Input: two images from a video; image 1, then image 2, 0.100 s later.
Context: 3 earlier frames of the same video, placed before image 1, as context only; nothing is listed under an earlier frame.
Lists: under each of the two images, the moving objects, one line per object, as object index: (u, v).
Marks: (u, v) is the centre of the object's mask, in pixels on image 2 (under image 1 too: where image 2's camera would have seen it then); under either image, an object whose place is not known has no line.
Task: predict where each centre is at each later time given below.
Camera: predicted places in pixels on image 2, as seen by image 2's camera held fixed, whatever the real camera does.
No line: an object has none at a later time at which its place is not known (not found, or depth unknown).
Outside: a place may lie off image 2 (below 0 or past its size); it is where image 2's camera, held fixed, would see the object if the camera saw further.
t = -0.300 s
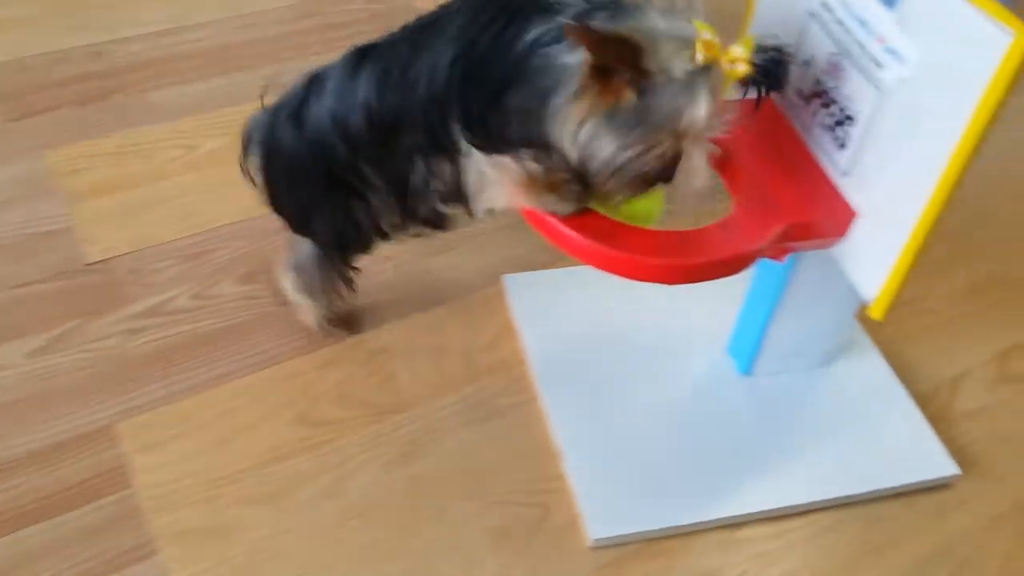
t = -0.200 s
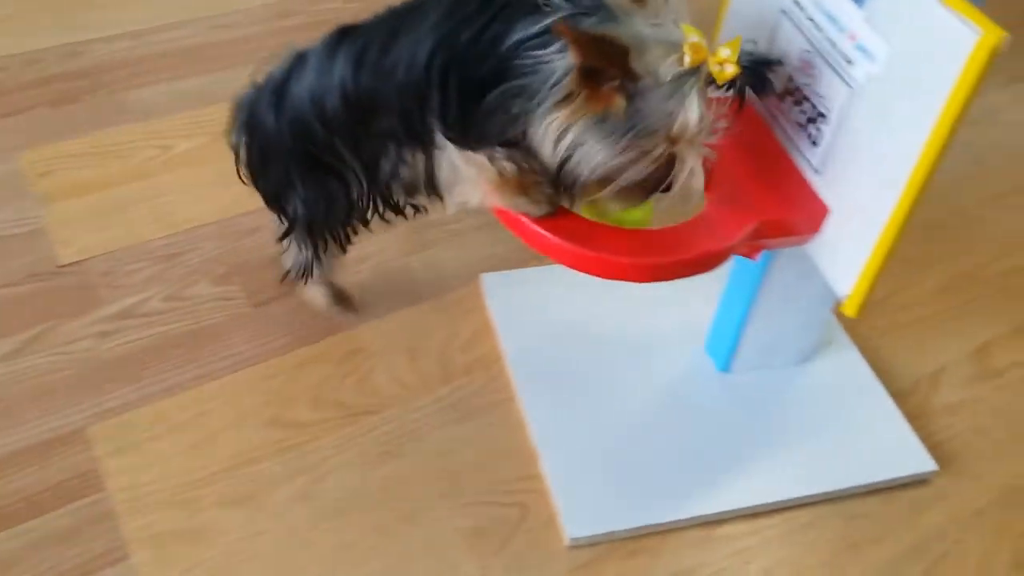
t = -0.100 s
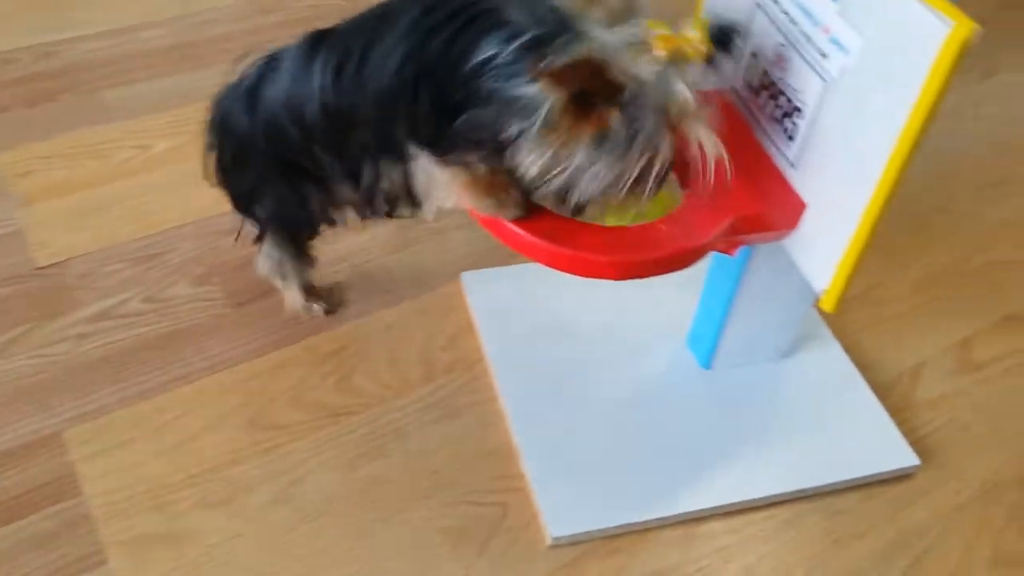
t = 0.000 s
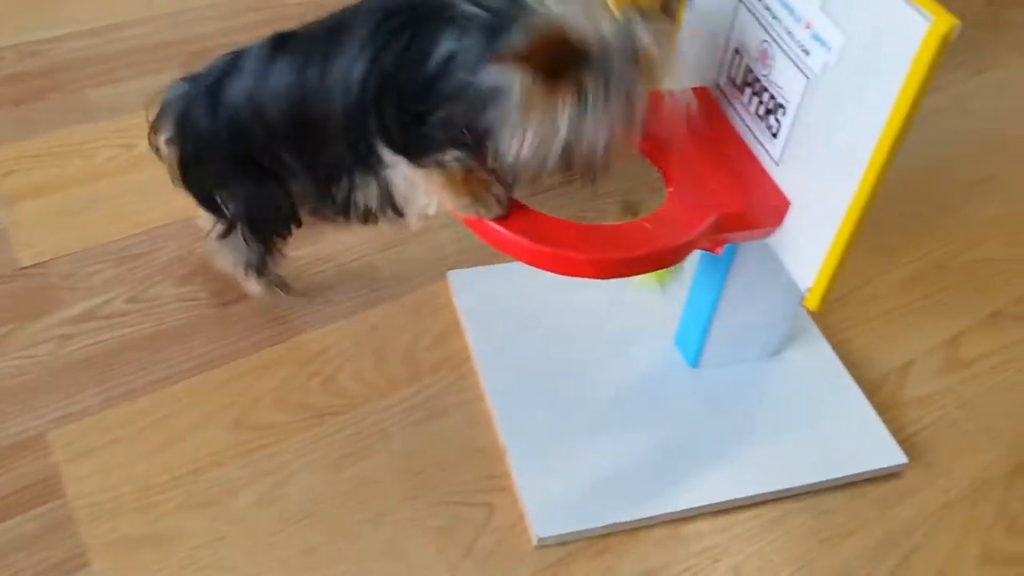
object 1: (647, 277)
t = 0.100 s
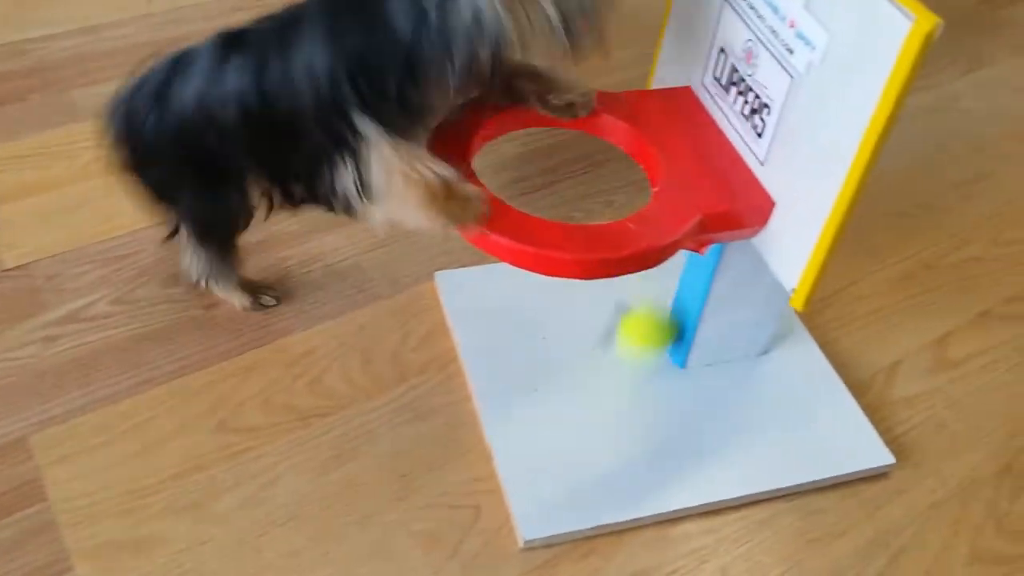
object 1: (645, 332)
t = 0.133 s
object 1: (659, 302)
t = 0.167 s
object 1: (662, 290)
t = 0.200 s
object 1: (656, 288)
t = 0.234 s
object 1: (646, 292)
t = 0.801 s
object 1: (624, 357)
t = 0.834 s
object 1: (623, 359)
